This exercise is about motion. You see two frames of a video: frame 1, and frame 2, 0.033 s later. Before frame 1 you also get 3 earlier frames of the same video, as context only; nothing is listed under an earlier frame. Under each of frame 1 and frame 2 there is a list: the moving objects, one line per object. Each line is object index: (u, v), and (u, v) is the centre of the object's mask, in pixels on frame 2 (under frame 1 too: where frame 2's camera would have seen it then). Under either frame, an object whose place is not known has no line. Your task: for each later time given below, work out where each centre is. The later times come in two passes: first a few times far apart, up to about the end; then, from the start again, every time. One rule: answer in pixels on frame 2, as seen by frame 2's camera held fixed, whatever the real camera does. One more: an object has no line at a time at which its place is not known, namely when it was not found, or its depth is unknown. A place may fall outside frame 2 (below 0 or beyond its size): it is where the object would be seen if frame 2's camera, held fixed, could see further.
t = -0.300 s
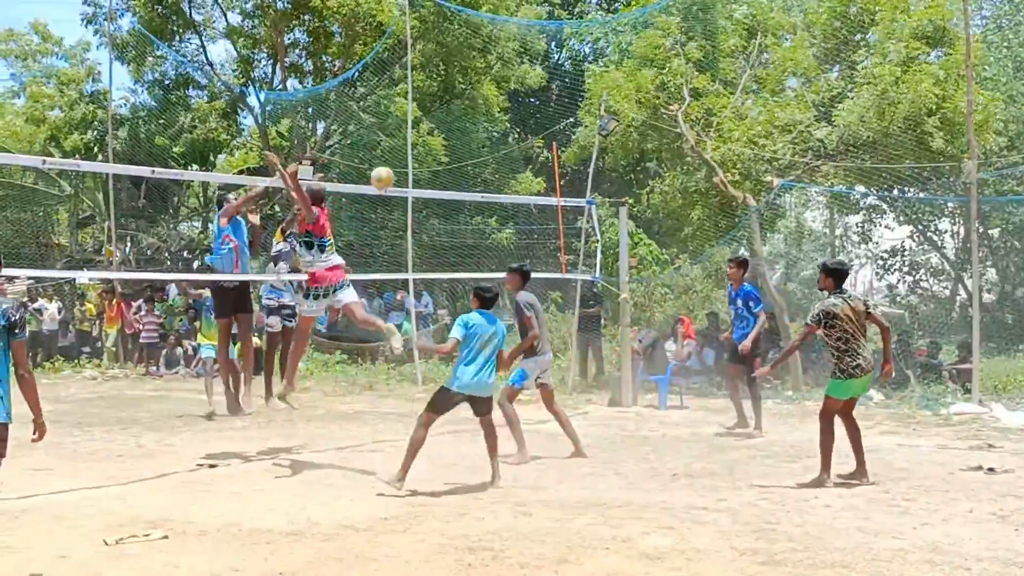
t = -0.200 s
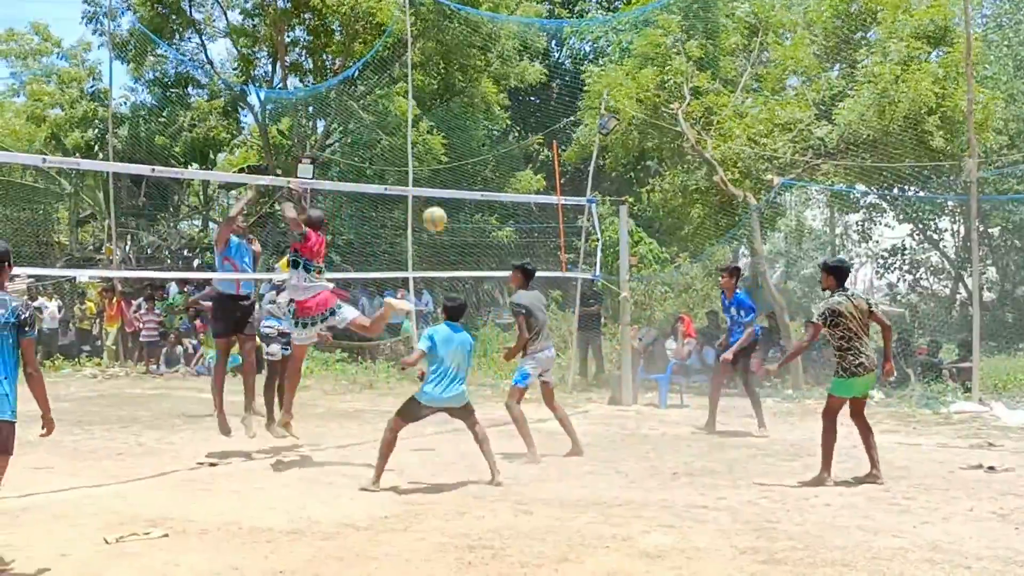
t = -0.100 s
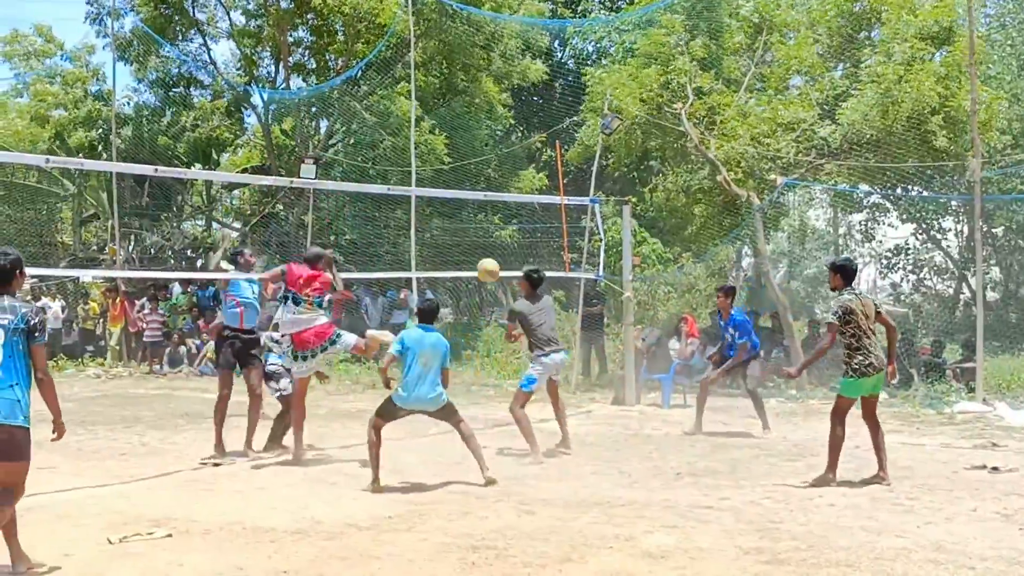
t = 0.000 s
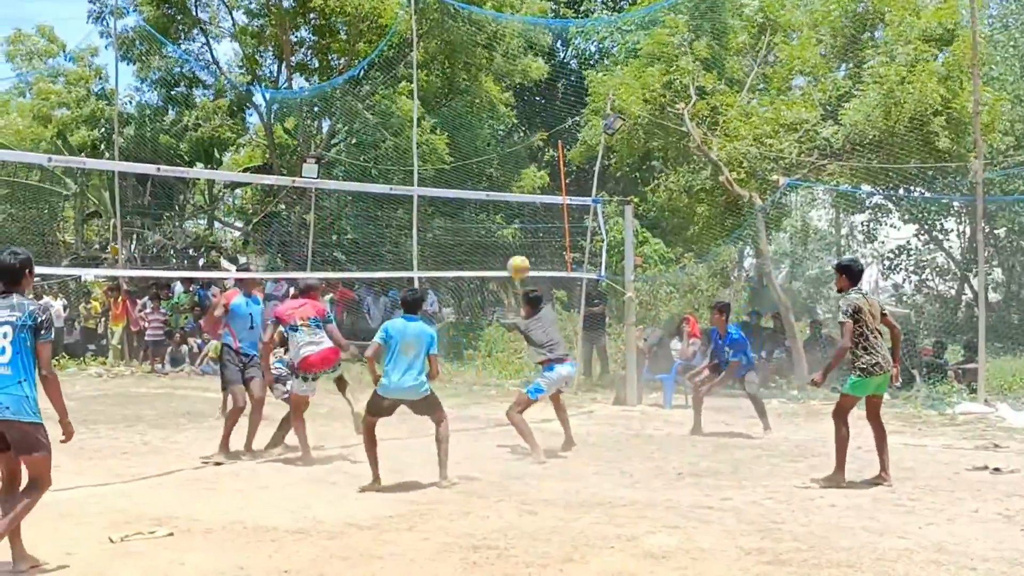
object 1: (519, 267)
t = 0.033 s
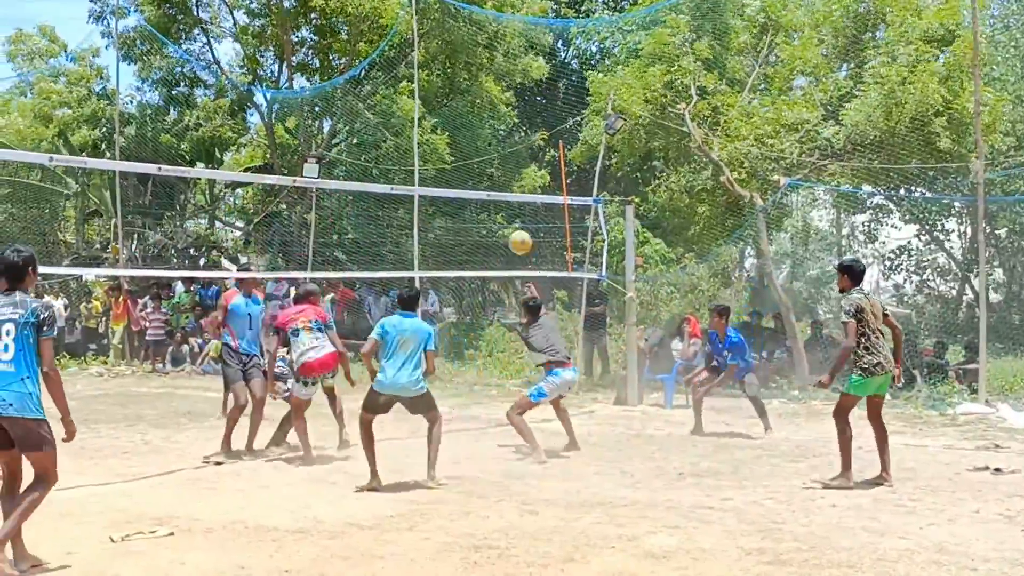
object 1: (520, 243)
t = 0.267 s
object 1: (524, 100)
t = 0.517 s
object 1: (529, 12)
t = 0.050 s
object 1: (521, 231)
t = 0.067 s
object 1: (521, 219)
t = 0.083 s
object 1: (521, 207)
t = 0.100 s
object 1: (521, 197)
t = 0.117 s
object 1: (522, 185)
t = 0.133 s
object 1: (523, 176)
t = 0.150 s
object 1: (522, 165)
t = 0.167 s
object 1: (523, 155)
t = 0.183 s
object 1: (523, 144)
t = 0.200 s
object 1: (523, 135)
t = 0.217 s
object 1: (524, 126)
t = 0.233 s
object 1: (523, 117)
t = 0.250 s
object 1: (523, 109)
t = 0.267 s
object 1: (524, 100)
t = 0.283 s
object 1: (525, 92)
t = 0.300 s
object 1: (525, 85)
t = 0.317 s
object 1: (525, 77)
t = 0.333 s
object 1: (525, 70)
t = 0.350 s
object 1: (526, 64)
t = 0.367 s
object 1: (526, 57)
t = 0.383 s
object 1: (527, 51)
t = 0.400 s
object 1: (528, 45)
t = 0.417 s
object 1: (528, 39)
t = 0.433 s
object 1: (528, 34)
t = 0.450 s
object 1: (528, 29)
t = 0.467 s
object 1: (528, 24)
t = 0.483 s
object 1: (529, 20)
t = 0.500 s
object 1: (528, 16)
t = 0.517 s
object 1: (529, 12)
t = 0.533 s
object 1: (529, 8)
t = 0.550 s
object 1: (530, 6)
